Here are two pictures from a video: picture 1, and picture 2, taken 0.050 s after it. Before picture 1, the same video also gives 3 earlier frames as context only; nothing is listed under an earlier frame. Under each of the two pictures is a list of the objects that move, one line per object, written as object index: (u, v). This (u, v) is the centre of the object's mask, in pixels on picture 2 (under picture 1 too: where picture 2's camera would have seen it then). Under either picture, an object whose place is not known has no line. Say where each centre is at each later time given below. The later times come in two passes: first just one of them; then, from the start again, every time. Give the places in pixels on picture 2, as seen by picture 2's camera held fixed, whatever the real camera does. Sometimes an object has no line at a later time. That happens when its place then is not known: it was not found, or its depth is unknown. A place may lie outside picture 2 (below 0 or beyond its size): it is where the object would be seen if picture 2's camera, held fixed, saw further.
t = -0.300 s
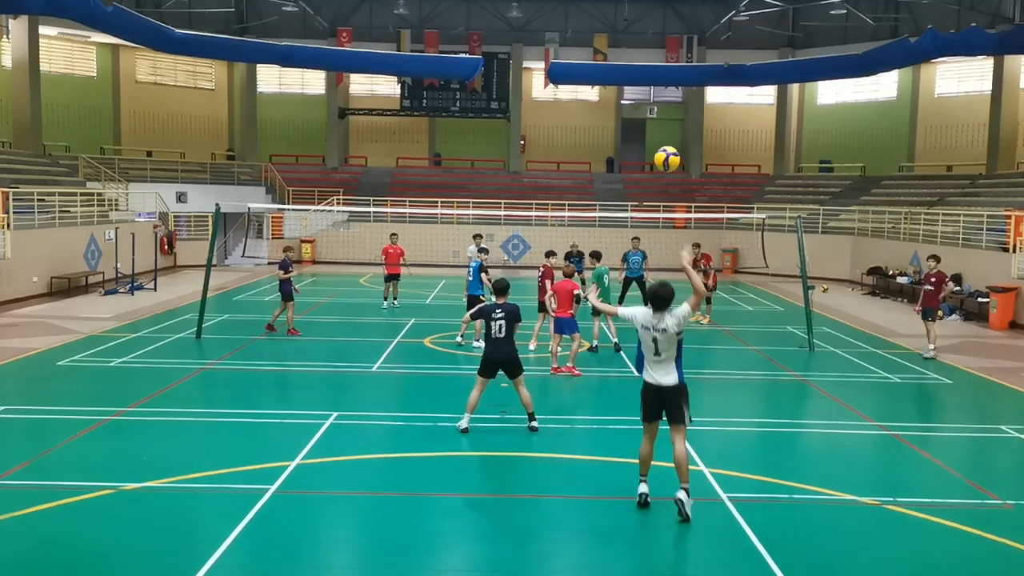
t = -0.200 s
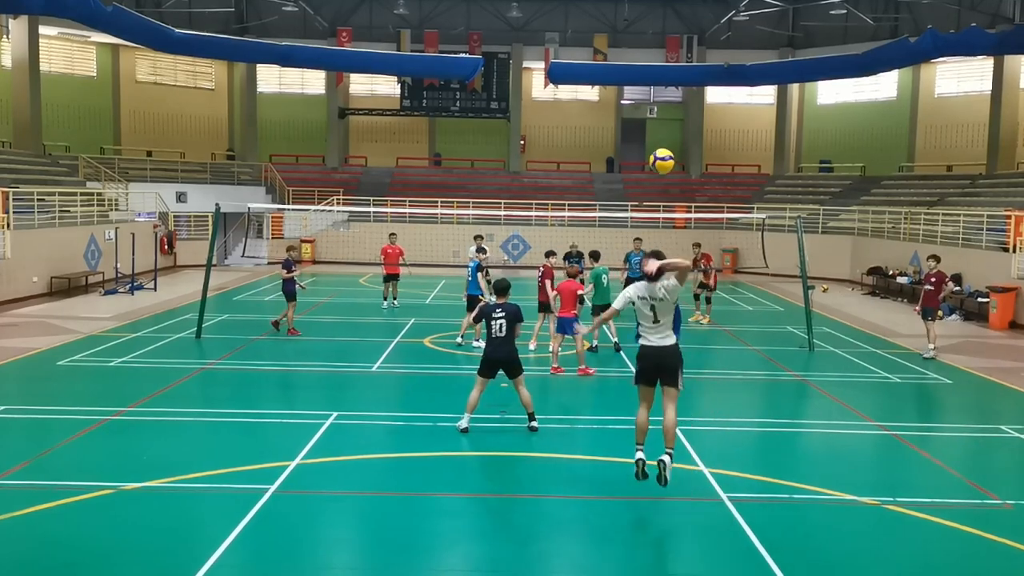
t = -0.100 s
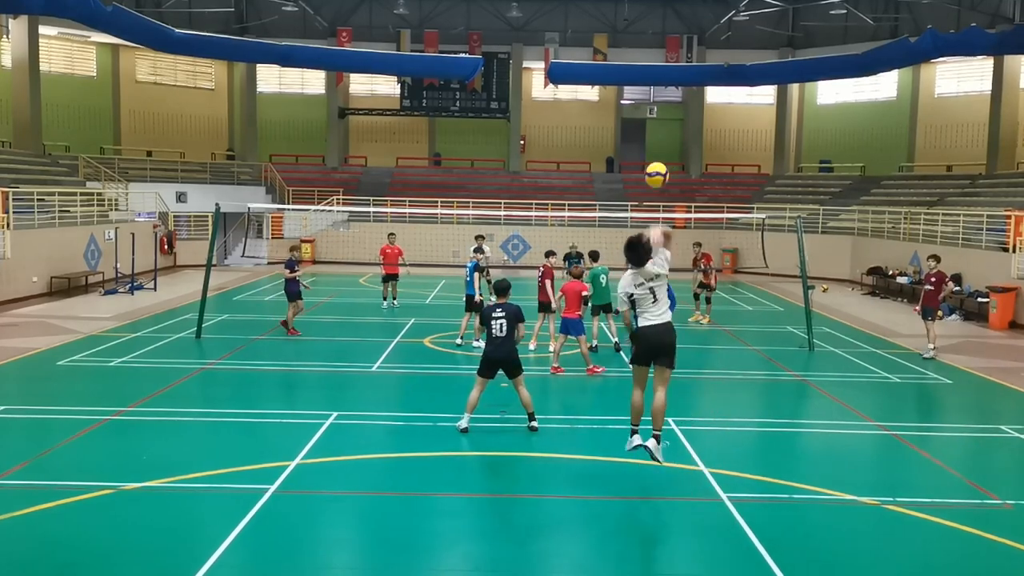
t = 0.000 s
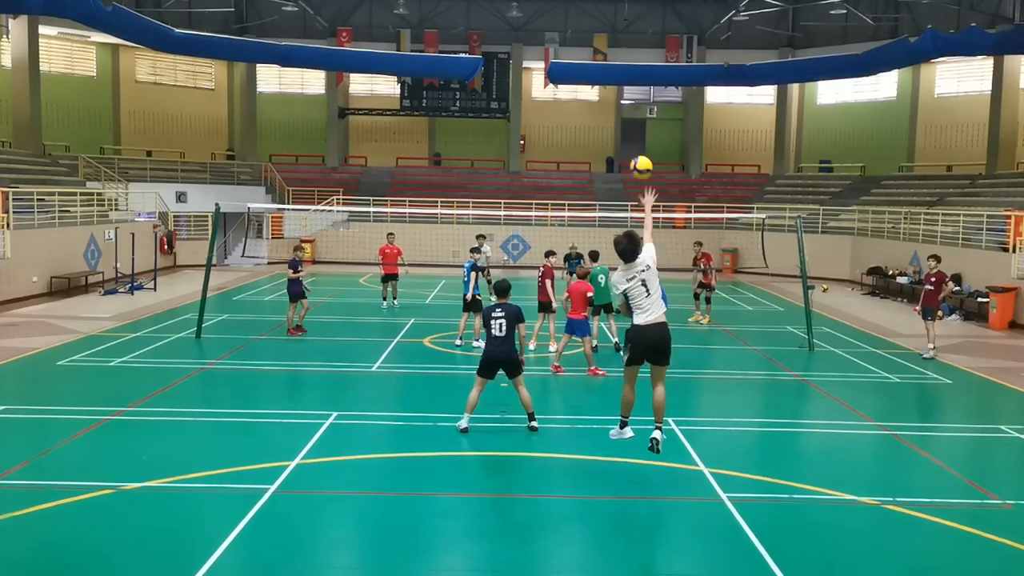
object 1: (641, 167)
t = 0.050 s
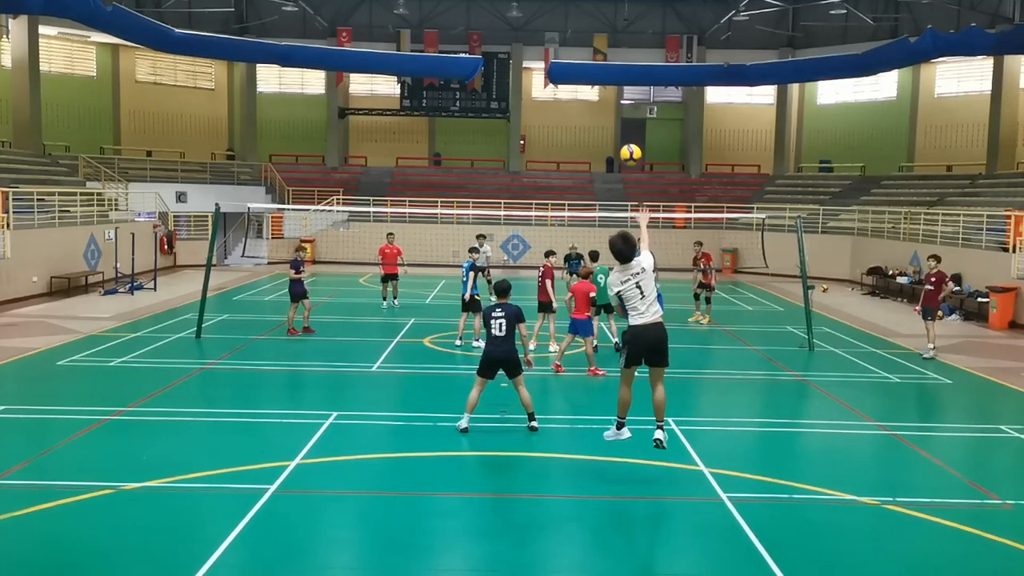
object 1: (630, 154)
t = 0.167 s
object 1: (610, 137)
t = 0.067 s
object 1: (627, 151)
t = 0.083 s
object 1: (624, 147)
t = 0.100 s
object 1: (621, 144)
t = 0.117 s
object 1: (618, 142)
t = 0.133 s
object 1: (615, 140)
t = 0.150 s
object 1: (612, 138)
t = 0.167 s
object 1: (610, 137)
